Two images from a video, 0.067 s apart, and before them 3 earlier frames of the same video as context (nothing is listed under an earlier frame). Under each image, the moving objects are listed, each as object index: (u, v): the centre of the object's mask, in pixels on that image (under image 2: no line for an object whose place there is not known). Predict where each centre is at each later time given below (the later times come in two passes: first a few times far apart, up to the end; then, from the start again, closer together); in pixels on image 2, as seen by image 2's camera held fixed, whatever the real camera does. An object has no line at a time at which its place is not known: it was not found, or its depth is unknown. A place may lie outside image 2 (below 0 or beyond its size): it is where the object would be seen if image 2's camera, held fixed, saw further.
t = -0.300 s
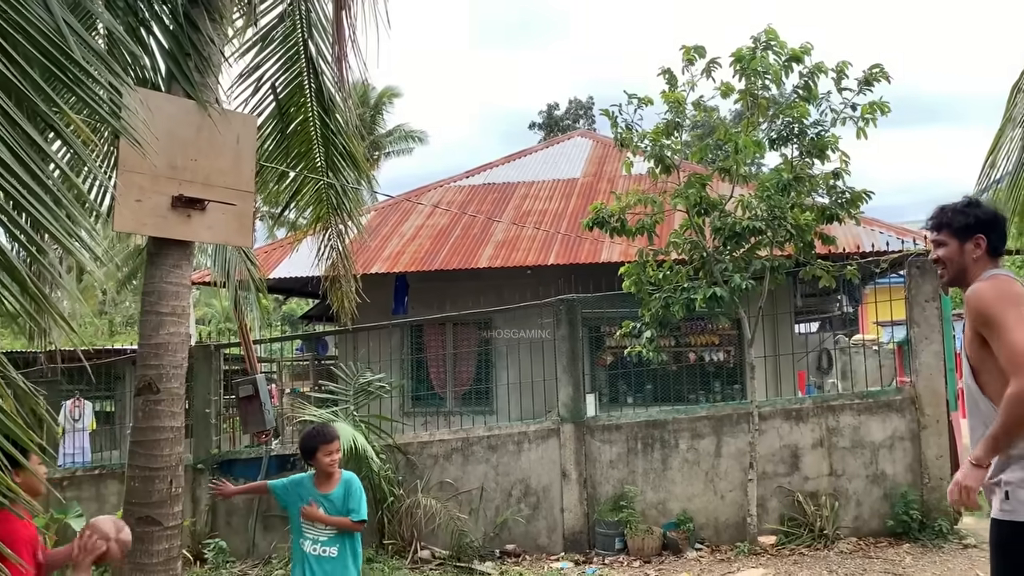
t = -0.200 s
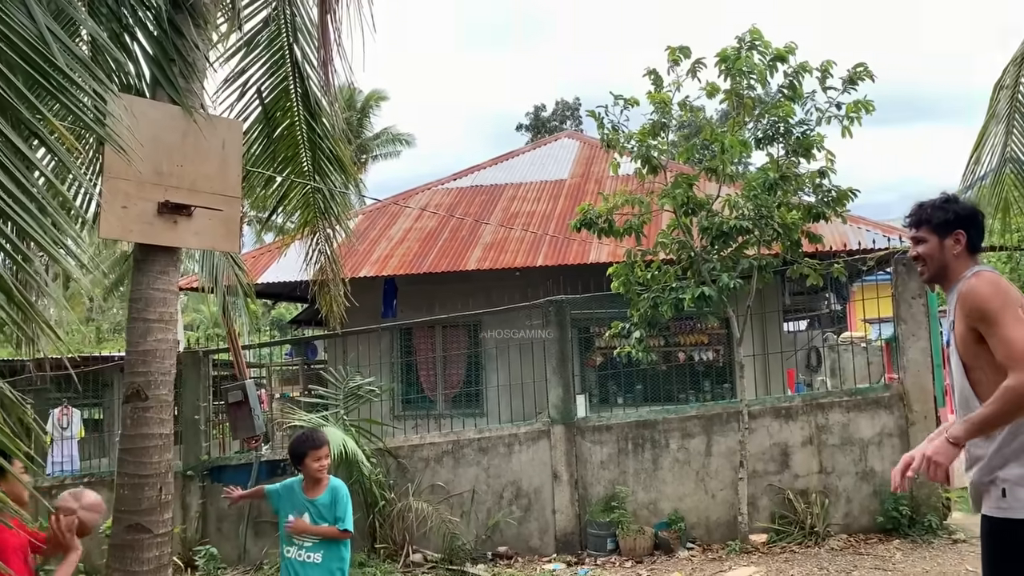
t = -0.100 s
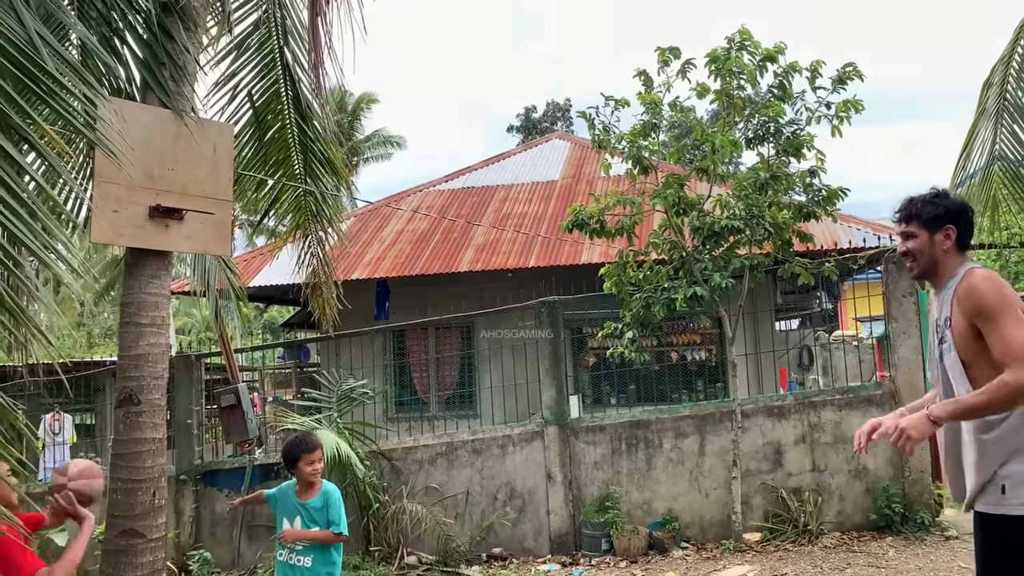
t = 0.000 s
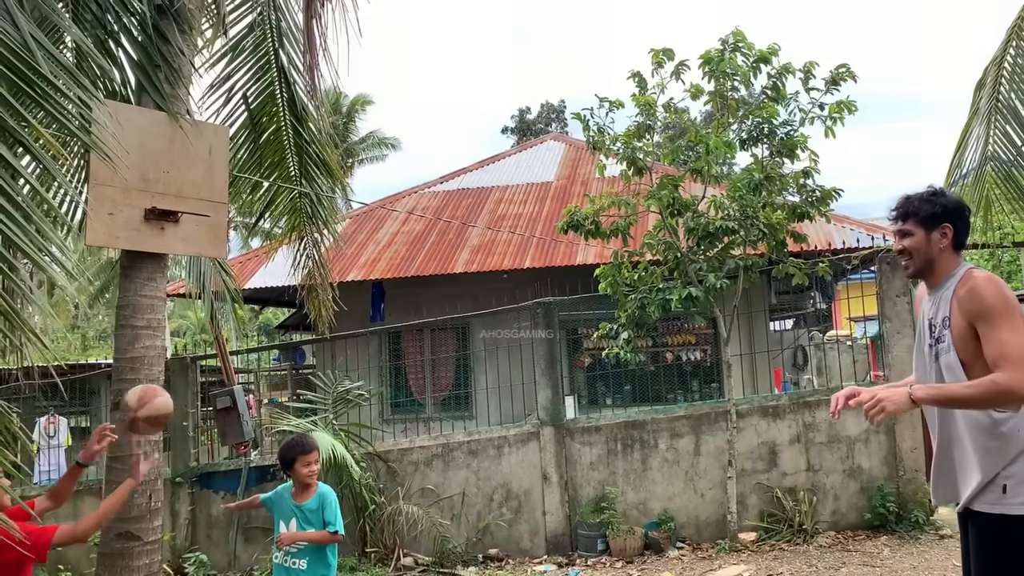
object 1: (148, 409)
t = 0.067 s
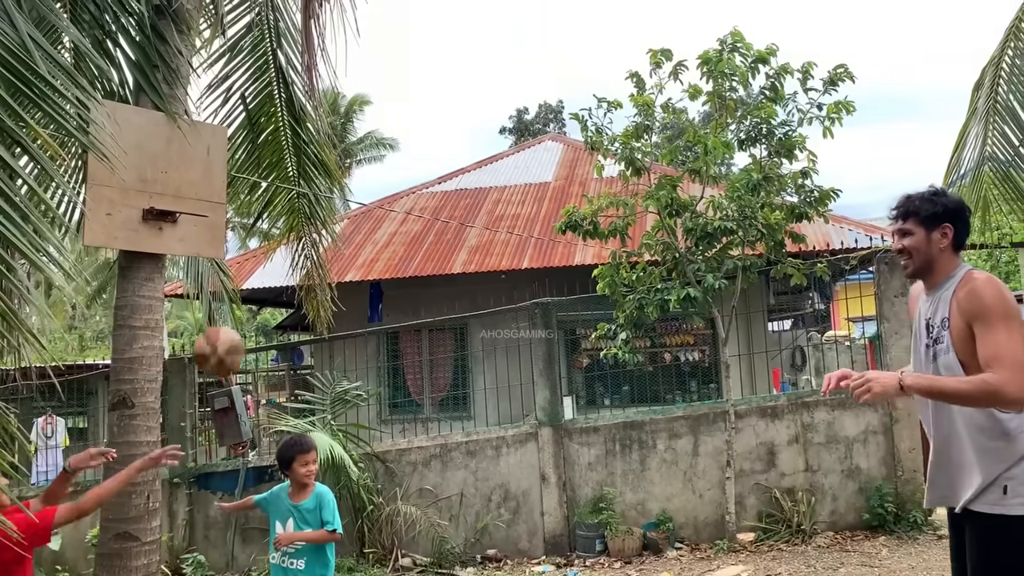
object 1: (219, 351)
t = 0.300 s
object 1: (476, 245)
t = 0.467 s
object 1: (661, 260)
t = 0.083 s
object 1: (238, 338)
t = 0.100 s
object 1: (256, 326)
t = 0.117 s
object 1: (275, 315)
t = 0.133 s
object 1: (293, 306)
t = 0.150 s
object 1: (312, 297)
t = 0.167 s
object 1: (331, 287)
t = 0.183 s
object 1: (350, 278)
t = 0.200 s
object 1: (368, 272)
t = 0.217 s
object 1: (386, 266)
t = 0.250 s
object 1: (423, 255)
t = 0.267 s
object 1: (441, 251)
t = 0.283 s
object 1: (459, 248)
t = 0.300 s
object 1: (476, 245)
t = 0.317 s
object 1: (494, 244)
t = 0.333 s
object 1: (513, 243)
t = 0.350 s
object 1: (533, 242)
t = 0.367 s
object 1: (551, 243)
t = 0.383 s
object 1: (569, 244)
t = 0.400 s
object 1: (587, 246)
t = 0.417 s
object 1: (605, 248)
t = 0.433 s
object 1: (624, 251)
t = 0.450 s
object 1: (643, 256)
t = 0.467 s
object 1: (661, 260)
